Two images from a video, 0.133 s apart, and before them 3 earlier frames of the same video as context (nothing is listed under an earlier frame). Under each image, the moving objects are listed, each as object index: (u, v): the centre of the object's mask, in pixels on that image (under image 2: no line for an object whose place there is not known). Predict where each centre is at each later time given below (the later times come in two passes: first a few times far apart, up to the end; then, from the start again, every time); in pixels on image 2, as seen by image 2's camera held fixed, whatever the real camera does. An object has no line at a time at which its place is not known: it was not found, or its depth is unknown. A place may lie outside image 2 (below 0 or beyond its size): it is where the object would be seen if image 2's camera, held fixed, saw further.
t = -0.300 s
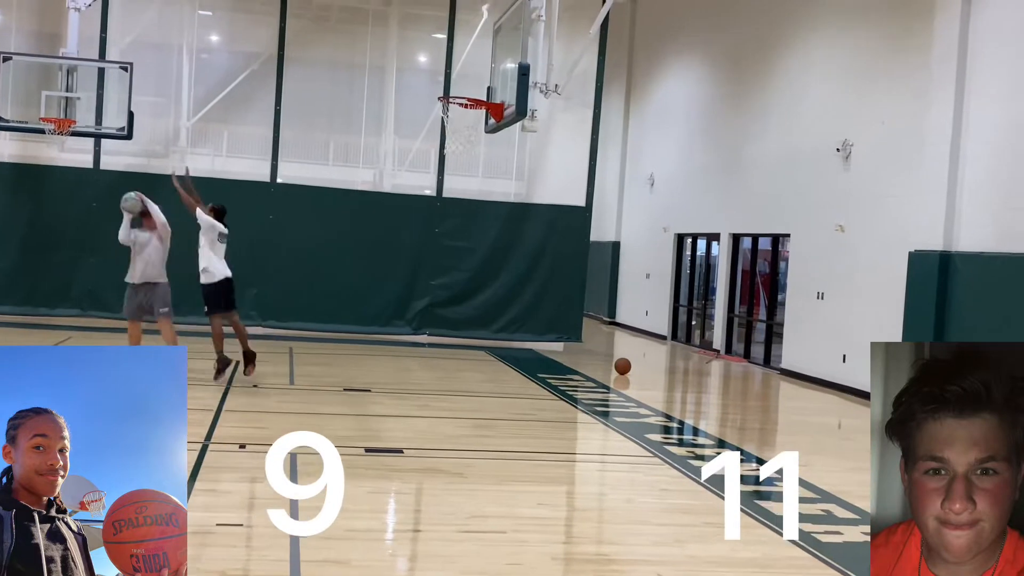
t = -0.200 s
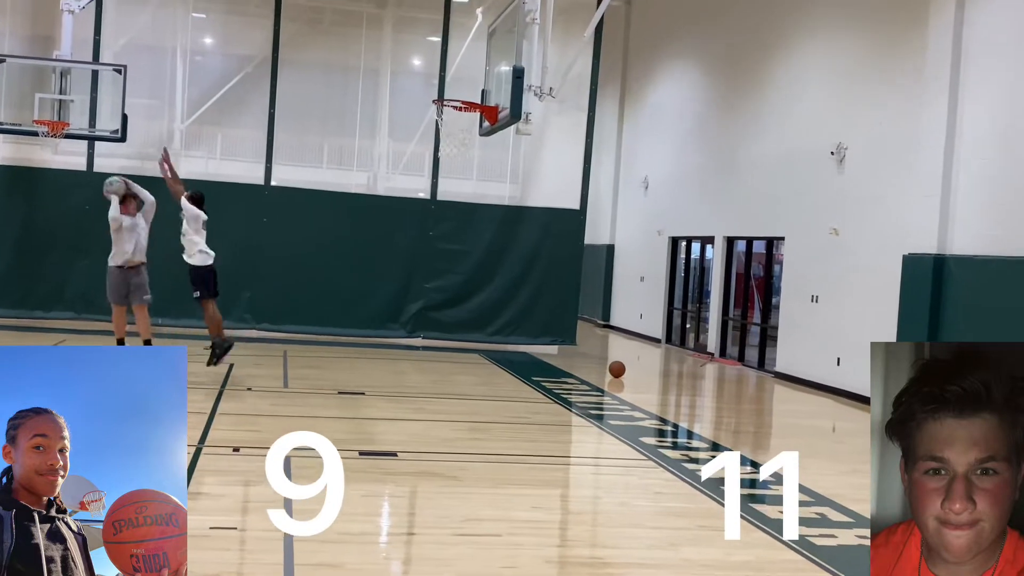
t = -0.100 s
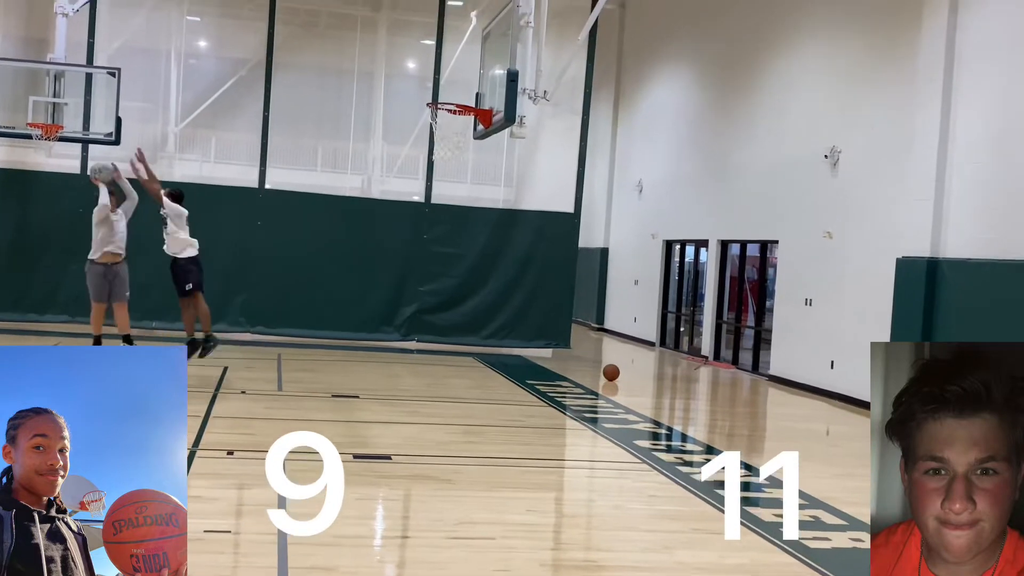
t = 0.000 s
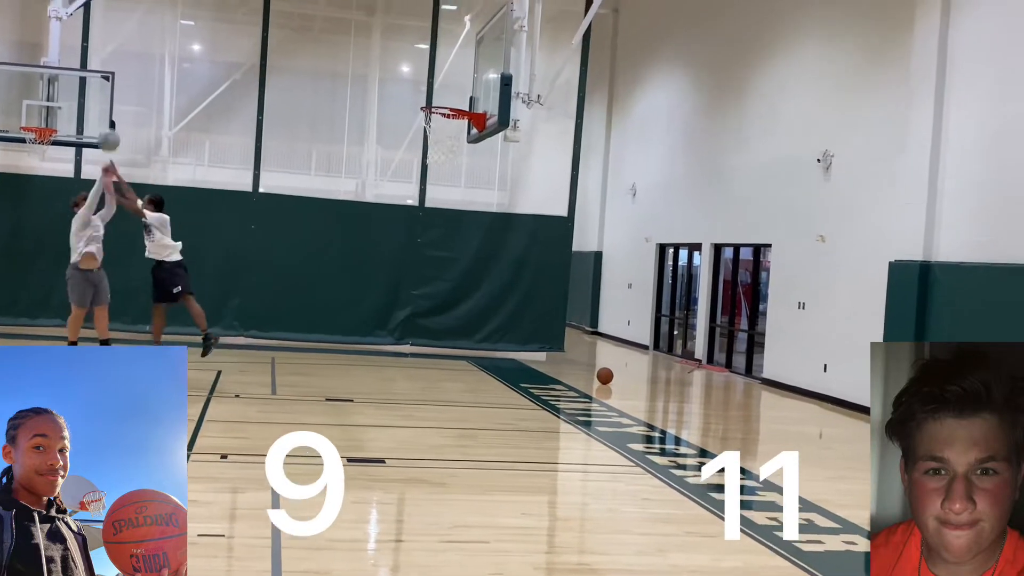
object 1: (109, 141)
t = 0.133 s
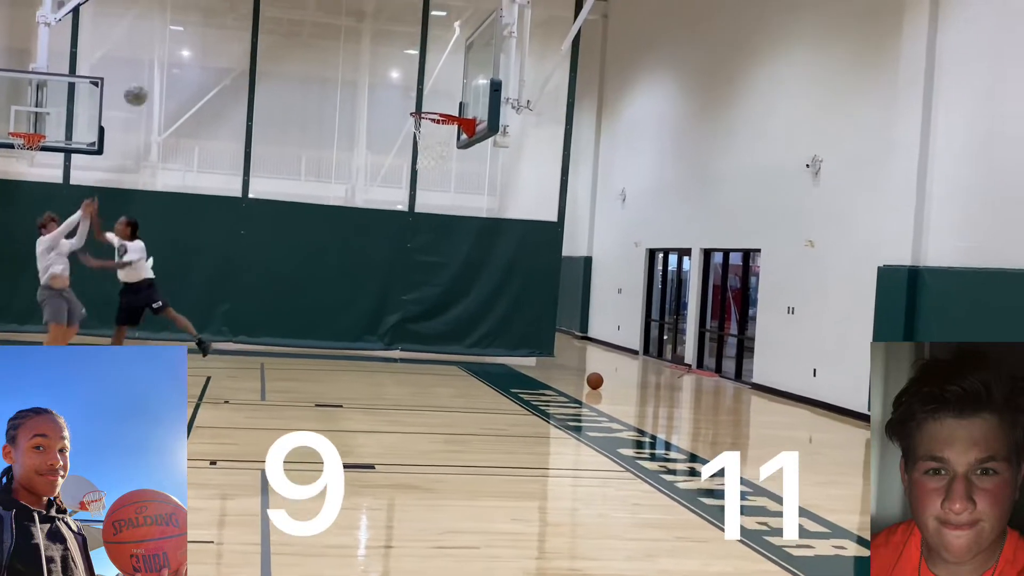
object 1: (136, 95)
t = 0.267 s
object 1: (173, 60)
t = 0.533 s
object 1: (249, 34)
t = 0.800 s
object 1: (327, 77)
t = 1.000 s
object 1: (383, 155)
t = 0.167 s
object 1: (145, 85)
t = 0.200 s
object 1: (155, 76)
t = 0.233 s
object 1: (165, 67)
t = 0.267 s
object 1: (173, 60)
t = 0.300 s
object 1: (184, 54)
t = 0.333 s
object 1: (193, 48)
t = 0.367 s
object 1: (203, 43)
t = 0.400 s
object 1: (212, 39)
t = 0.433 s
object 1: (222, 36)
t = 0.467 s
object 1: (231, 34)
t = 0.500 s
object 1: (241, 35)
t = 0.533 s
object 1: (249, 34)
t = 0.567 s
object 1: (259, 36)
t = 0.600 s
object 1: (268, 39)
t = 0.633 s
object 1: (279, 43)
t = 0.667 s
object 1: (288, 48)
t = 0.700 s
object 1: (298, 54)
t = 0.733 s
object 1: (307, 61)
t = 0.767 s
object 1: (316, 69)
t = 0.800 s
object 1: (327, 77)
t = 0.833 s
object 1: (336, 89)
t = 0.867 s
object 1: (346, 98)
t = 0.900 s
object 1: (355, 111)
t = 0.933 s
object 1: (365, 125)
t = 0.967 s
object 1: (373, 139)
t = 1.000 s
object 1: (383, 155)
